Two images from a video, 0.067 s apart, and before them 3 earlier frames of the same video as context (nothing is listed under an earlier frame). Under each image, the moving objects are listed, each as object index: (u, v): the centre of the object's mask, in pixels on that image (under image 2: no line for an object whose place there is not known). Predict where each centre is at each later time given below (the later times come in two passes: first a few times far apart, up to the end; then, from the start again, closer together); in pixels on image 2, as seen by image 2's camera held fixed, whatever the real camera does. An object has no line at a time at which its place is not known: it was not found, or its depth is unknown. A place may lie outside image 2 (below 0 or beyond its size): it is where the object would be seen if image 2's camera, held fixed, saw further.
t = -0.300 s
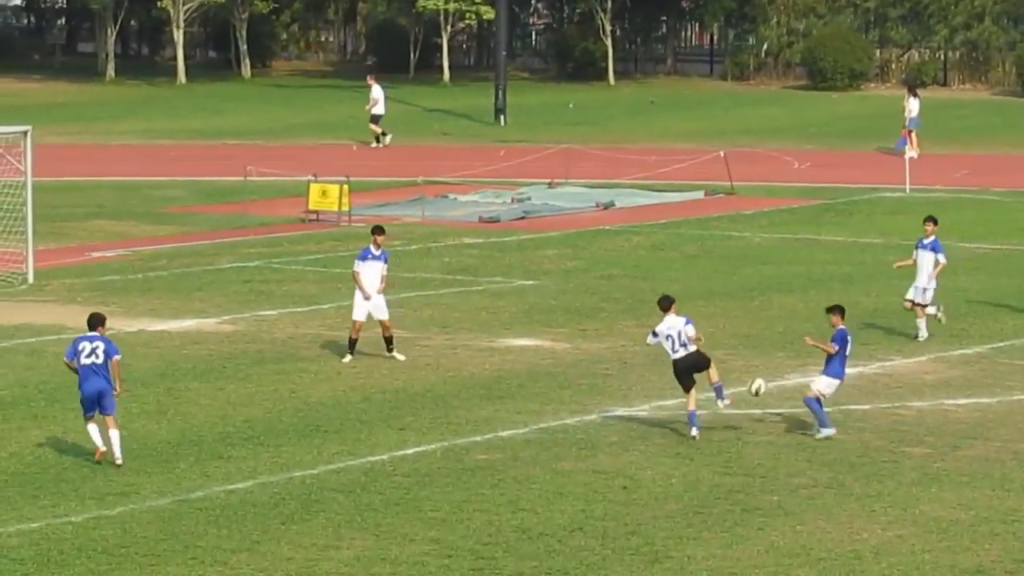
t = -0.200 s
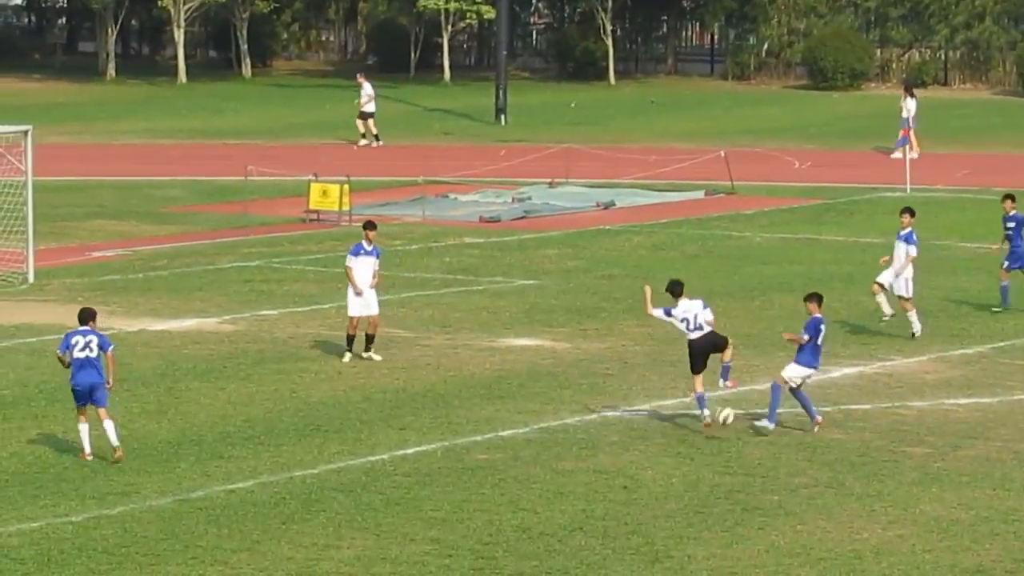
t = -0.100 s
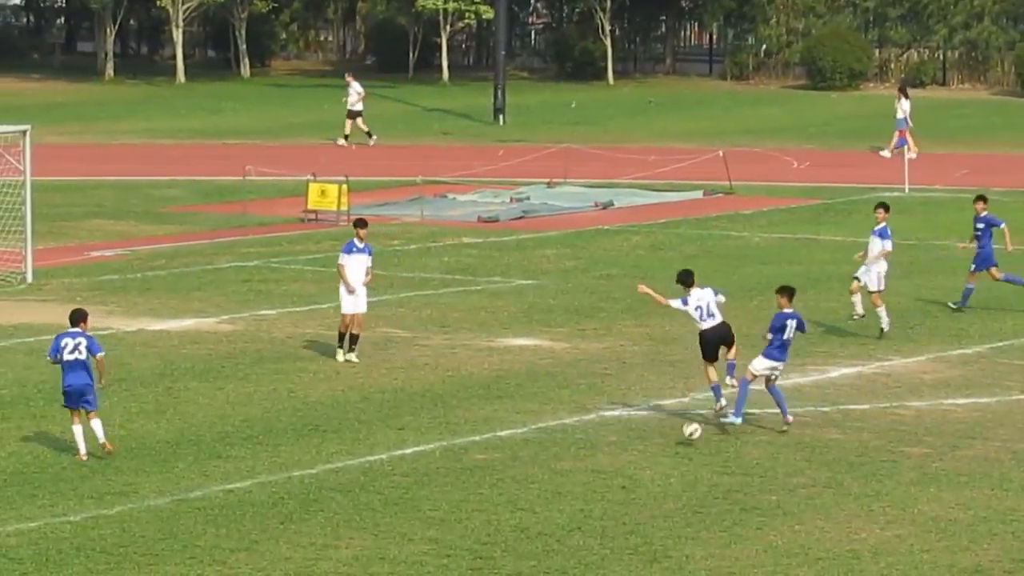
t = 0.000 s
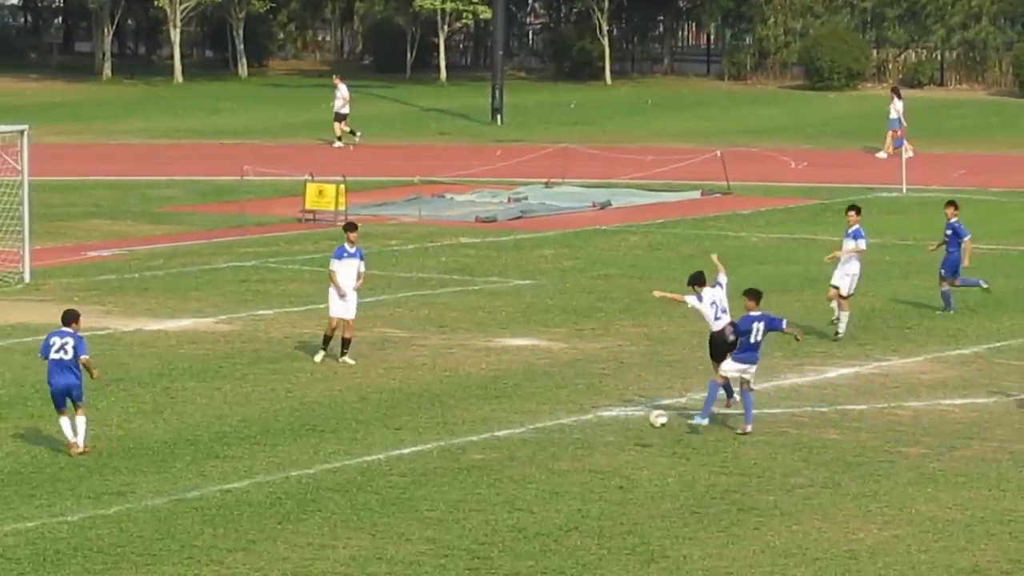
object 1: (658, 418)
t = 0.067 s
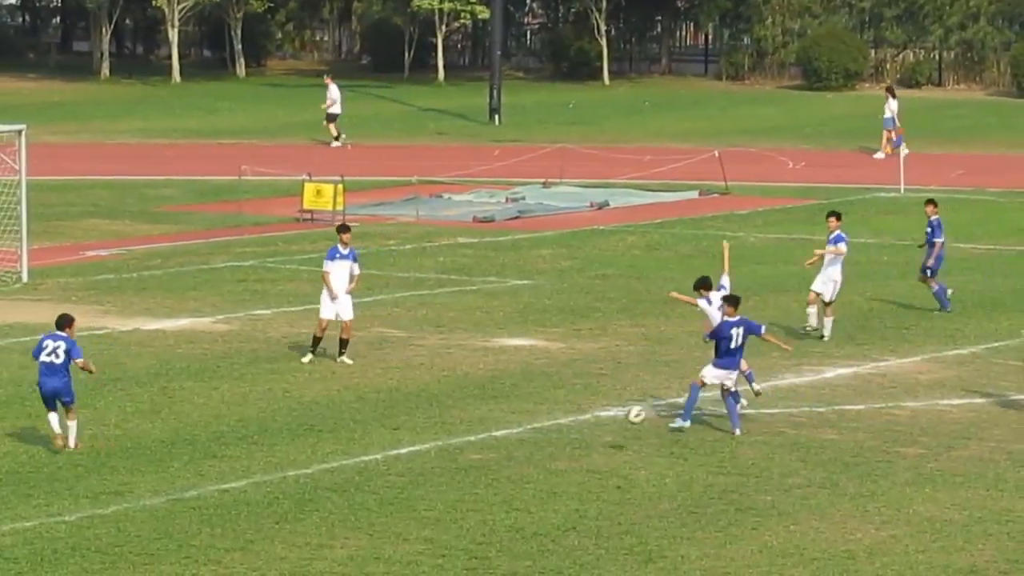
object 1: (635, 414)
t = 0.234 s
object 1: (584, 424)
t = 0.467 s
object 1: (511, 457)
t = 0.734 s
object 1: (434, 460)
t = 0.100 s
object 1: (623, 415)
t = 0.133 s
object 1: (615, 415)
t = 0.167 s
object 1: (604, 417)
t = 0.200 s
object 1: (594, 420)
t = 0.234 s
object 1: (584, 424)
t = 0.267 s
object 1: (573, 428)
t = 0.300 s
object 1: (562, 433)
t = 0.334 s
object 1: (552, 441)
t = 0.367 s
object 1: (542, 448)
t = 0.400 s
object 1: (532, 459)
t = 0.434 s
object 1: (521, 462)
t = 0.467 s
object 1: (511, 457)
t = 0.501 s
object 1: (502, 454)
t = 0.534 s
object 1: (492, 451)
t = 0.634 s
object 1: (464, 451)
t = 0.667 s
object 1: (453, 453)
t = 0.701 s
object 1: (444, 456)
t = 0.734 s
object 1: (434, 460)
